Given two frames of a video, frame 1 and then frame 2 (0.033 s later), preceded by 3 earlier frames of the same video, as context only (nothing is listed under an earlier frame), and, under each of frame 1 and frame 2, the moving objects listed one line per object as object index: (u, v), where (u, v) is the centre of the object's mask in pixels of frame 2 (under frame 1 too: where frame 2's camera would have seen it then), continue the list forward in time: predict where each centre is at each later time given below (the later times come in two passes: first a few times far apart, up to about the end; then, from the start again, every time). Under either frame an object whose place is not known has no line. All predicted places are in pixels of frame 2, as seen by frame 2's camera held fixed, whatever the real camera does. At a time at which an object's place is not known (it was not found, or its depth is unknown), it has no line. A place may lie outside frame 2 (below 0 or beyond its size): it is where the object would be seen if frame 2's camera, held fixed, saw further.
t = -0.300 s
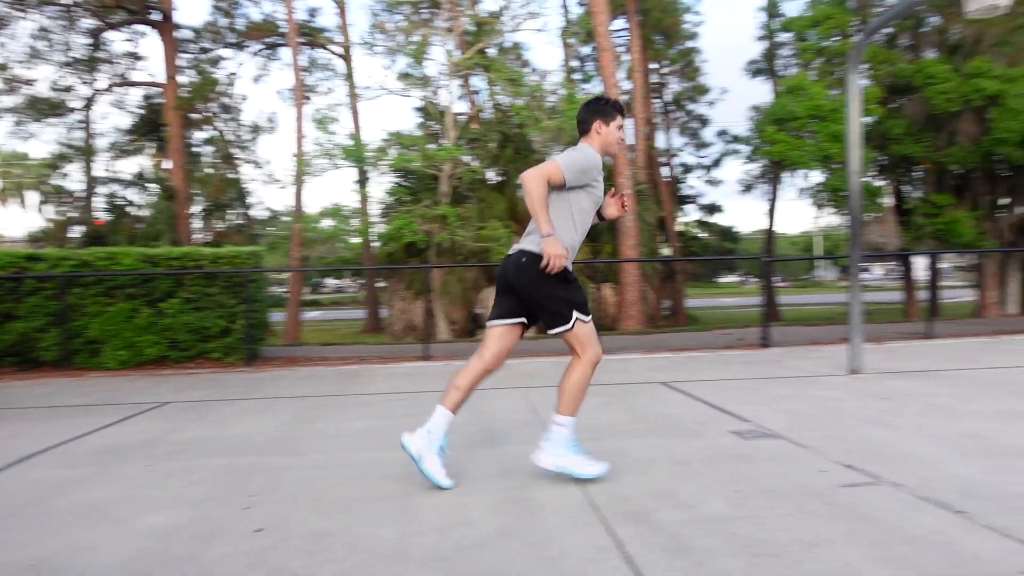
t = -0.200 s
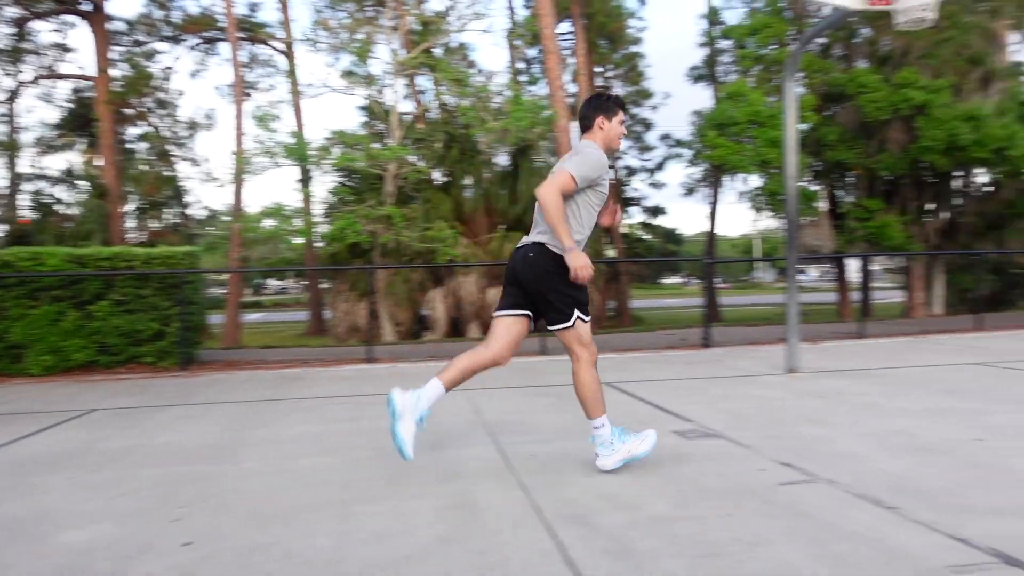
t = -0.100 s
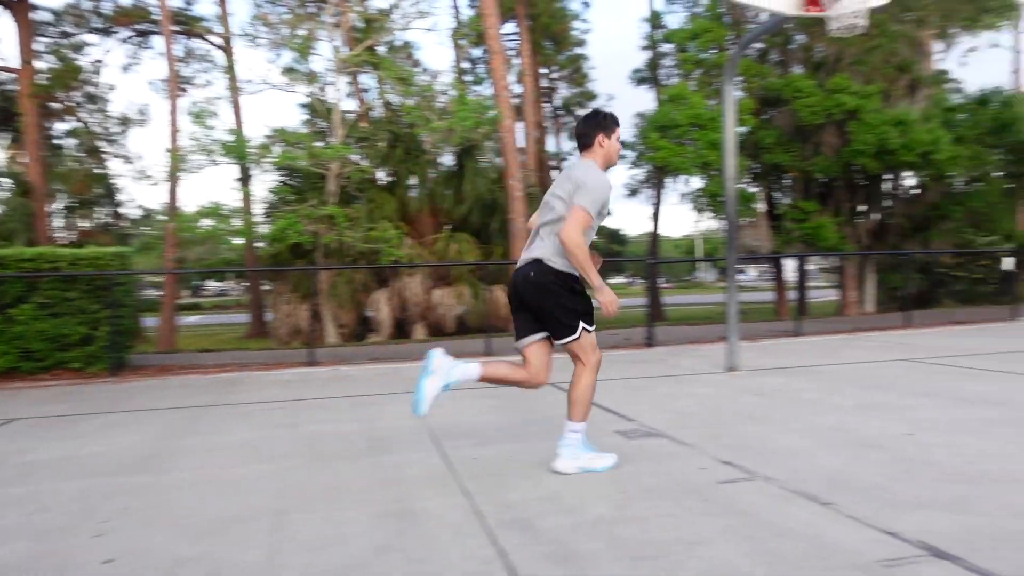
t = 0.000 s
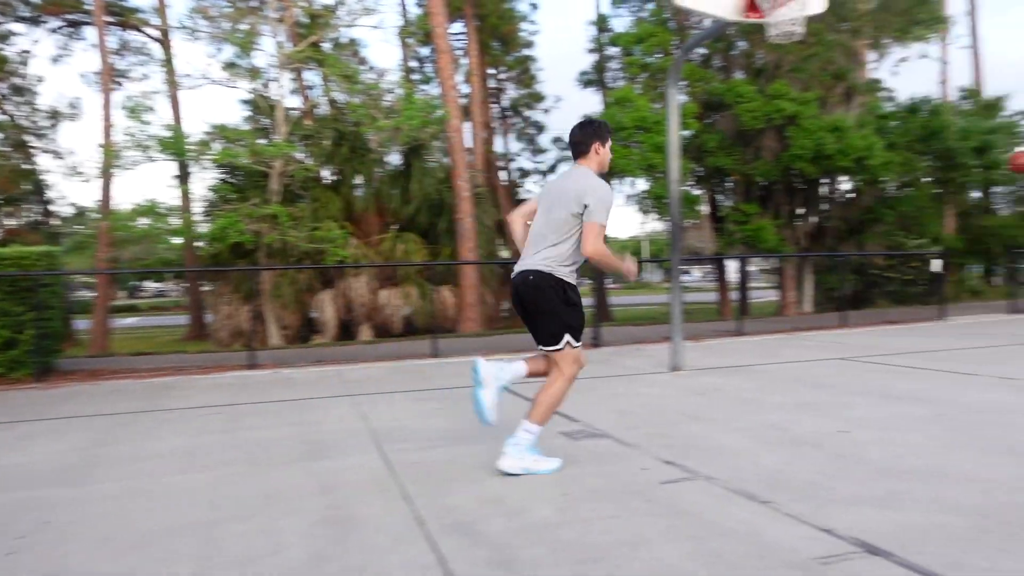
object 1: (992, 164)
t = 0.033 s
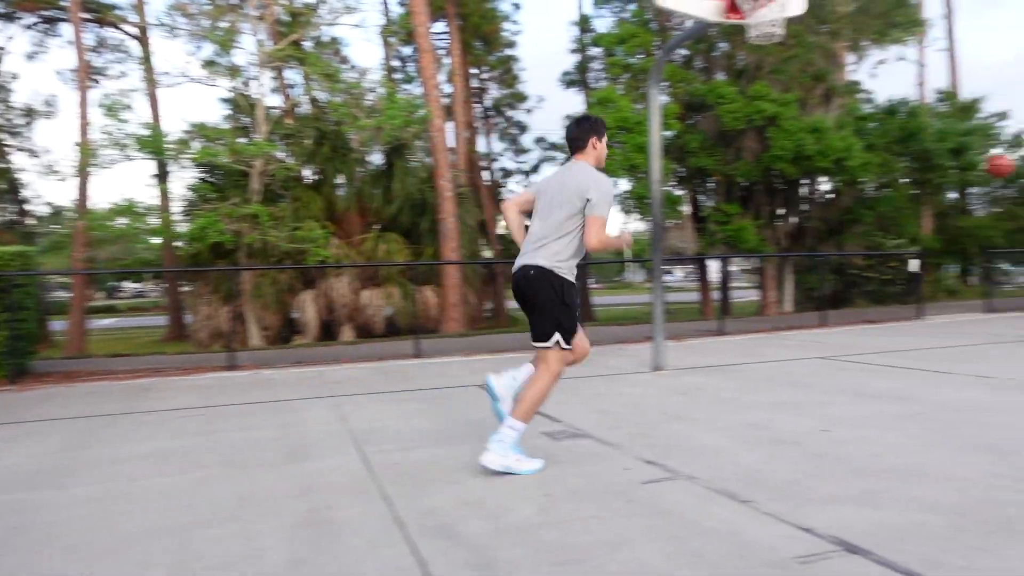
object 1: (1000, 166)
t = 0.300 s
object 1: (1018, 226)
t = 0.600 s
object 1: (1034, 317)
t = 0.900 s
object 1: (1046, 246)
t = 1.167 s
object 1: (1056, 250)
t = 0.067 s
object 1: (1002, 170)
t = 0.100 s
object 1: (1005, 175)
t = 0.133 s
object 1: (1007, 180)
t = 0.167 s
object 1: (1009, 188)
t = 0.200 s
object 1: (1012, 195)
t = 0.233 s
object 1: (1014, 204)
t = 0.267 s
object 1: (1016, 214)
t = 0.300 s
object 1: (1018, 226)
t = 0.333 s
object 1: (1021, 238)
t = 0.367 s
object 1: (1023, 251)
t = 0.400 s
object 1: (1024, 265)
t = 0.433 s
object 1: (1025, 280)
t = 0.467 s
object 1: (1028, 297)
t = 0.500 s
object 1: (1030, 312)
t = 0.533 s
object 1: (1031, 329)
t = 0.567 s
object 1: (1032, 328)
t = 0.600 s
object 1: (1034, 317)
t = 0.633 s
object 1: (1036, 305)
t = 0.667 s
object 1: (1038, 295)
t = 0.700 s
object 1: (1040, 285)
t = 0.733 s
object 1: (1040, 275)
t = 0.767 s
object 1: (1041, 268)
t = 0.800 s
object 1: (1043, 260)
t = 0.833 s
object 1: (1044, 254)
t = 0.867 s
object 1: (1045, 249)
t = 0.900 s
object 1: (1046, 246)
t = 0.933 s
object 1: (1048, 244)
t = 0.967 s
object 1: (1050, 242)
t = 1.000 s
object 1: (1051, 240)
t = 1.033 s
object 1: (1051, 240)
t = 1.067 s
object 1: (1052, 241)
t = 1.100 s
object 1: (1053, 243)
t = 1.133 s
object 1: (1055, 246)
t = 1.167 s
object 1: (1056, 250)
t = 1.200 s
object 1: (1057, 255)
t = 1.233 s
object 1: (1059, 261)
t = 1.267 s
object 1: (1061, 268)
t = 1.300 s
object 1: (1062, 275)
